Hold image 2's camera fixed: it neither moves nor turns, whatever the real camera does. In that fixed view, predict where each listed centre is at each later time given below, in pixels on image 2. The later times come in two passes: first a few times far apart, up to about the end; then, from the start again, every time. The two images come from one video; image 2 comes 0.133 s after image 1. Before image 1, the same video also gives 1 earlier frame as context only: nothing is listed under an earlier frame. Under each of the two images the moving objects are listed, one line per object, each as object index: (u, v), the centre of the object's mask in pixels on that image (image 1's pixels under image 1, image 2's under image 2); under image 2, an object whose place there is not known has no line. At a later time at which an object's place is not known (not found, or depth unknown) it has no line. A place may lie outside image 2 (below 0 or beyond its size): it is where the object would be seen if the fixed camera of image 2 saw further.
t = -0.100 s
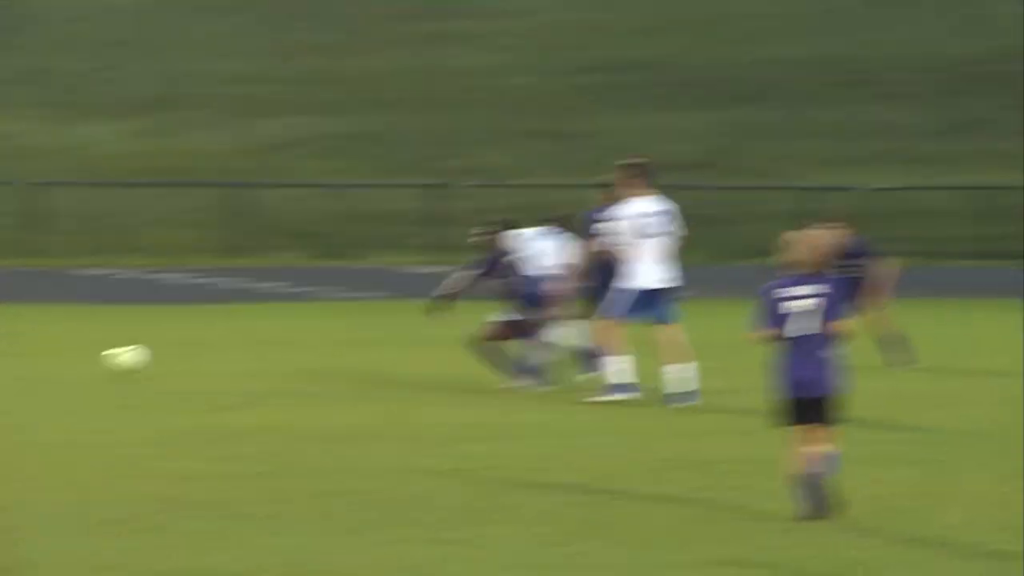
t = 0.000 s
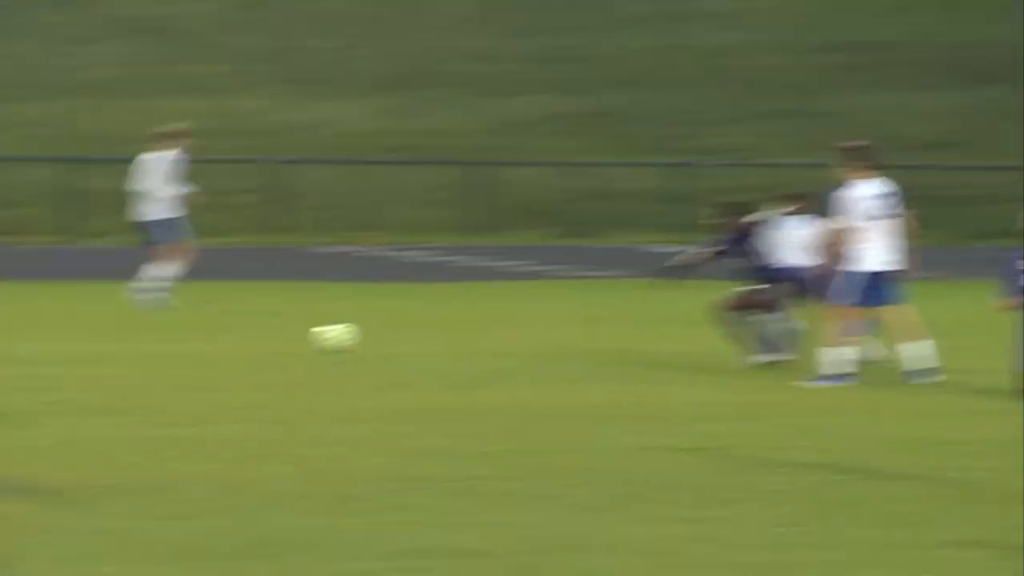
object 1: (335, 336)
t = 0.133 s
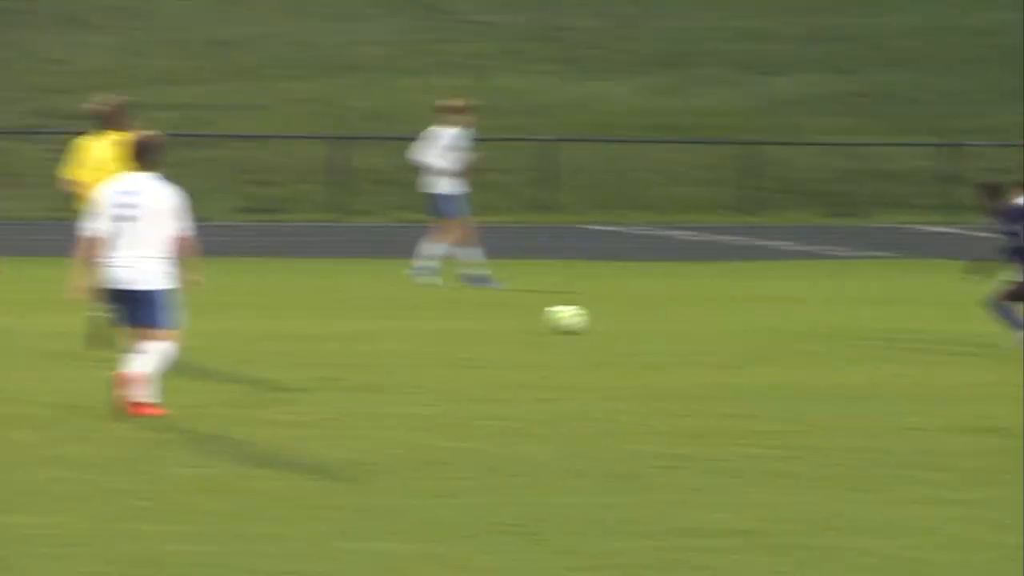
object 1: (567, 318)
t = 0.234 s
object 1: (552, 315)
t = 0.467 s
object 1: (523, 308)
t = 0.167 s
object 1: (563, 315)
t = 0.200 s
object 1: (556, 314)
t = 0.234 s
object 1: (552, 315)
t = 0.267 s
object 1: (548, 316)
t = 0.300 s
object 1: (543, 316)
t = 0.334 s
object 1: (538, 315)
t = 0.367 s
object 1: (533, 313)
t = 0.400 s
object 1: (529, 312)
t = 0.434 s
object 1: (529, 306)
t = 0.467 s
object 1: (523, 308)
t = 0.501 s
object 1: (518, 310)
